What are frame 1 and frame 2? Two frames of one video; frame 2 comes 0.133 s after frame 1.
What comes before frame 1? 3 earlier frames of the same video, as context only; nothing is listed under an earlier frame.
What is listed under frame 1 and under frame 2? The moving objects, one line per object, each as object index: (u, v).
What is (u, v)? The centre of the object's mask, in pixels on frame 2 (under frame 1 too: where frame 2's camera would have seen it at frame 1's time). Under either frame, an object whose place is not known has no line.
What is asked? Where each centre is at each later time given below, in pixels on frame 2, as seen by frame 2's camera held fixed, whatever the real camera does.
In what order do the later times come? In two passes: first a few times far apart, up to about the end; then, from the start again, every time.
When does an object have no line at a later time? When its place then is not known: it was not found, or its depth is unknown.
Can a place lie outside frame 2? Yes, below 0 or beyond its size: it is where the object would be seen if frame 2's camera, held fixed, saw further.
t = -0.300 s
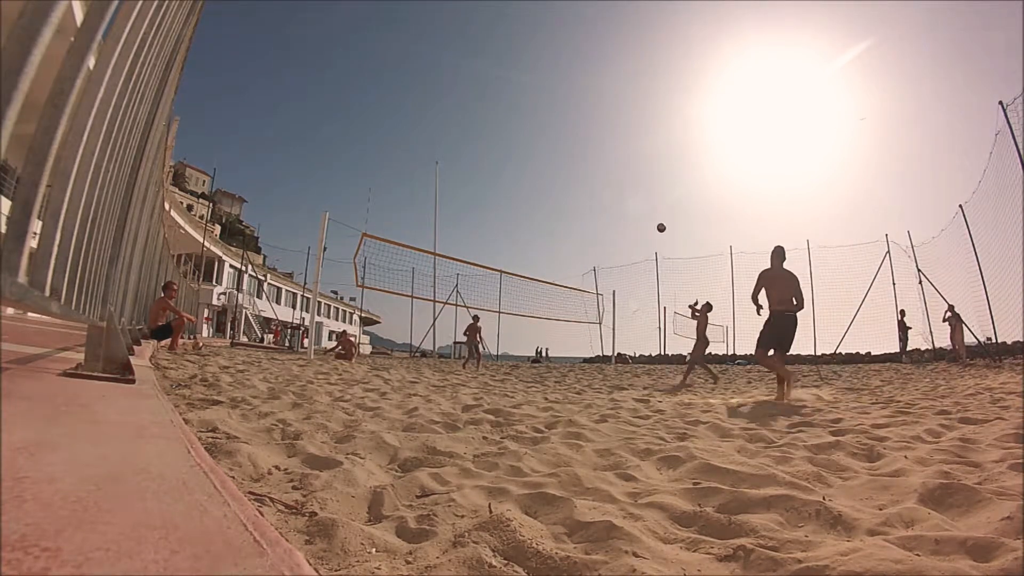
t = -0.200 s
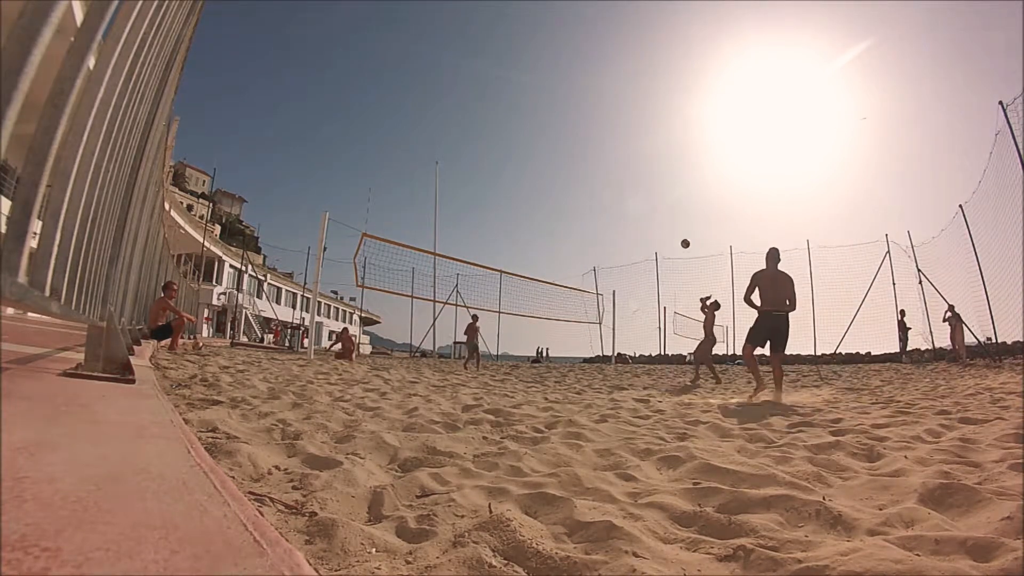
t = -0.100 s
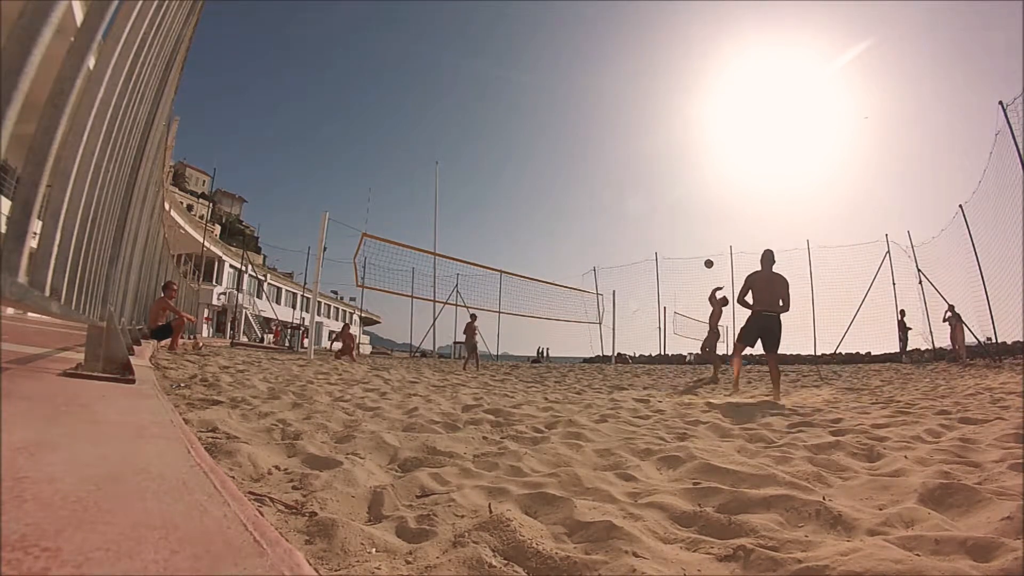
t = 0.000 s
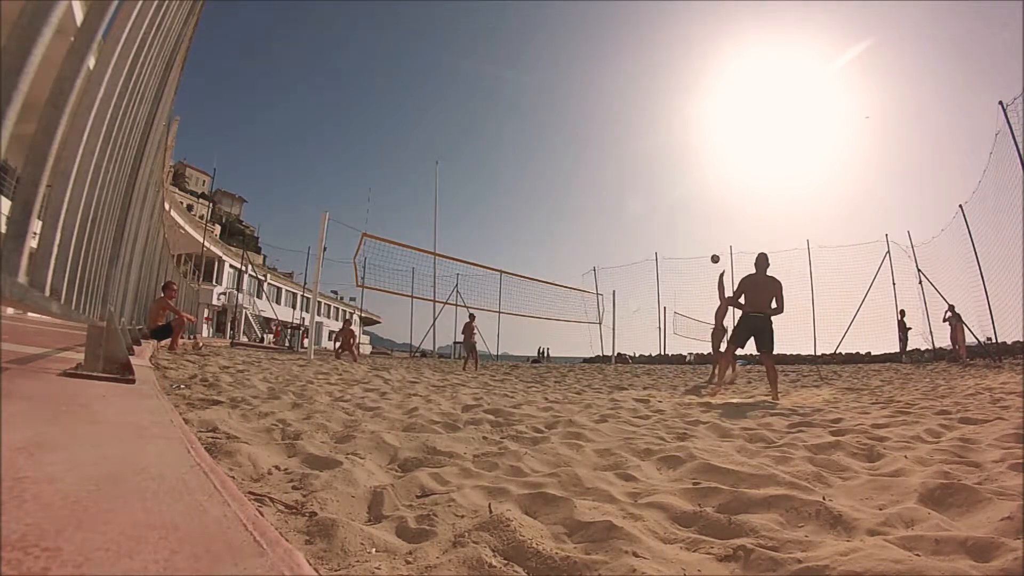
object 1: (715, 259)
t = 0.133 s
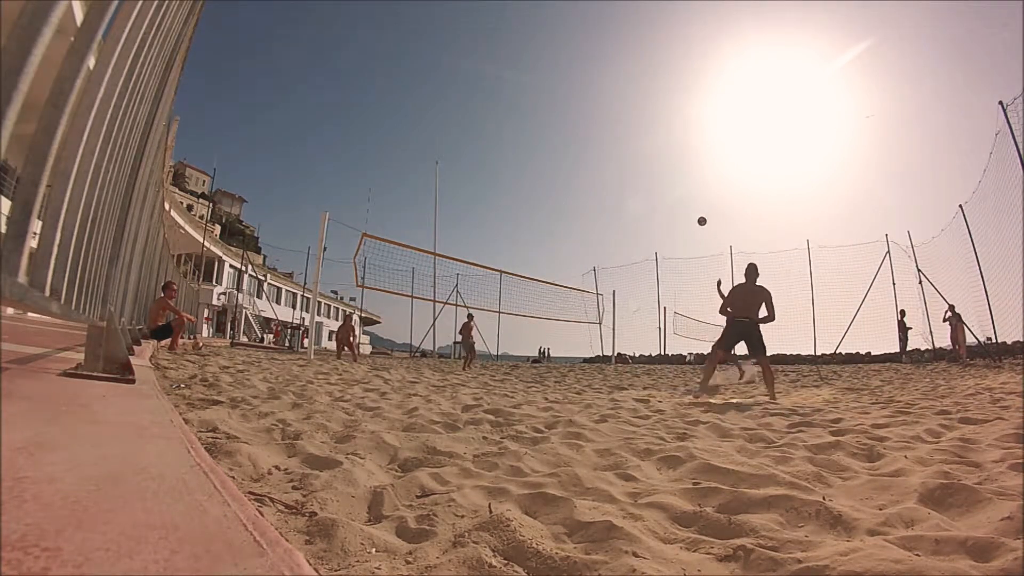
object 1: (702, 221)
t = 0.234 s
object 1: (692, 198)
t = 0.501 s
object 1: (664, 157)
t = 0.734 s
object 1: (640, 146)
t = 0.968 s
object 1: (616, 158)
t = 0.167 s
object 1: (698, 213)
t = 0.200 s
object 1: (695, 205)
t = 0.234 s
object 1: (692, 198)
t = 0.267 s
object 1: (688, 191)
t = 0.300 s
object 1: (685, 185)
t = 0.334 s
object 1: (681, 179)
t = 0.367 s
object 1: (678, 174)
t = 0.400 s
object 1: (675, 169)
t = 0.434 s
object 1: (671, 164)
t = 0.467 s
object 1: (668, 161)
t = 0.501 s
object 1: (664, 157)
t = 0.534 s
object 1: (661, 154)
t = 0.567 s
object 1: (658, 152)
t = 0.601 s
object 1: (654, 150)
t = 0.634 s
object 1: (651, 148)
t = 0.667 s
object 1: (647, 147)
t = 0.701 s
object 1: (644, 146)
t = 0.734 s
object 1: (640, 146)
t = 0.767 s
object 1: (637, 146)
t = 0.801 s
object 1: (634, 147)
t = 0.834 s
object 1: (630, 148)
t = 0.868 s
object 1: (627, 150)
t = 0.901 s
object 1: (623, 152)
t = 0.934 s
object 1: (620, 155)
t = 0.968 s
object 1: (616, 158)
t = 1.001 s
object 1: (613, 161)
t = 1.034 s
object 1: (609, 166)
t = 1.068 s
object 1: (605, 171)
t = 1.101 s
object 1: (602, 177)
